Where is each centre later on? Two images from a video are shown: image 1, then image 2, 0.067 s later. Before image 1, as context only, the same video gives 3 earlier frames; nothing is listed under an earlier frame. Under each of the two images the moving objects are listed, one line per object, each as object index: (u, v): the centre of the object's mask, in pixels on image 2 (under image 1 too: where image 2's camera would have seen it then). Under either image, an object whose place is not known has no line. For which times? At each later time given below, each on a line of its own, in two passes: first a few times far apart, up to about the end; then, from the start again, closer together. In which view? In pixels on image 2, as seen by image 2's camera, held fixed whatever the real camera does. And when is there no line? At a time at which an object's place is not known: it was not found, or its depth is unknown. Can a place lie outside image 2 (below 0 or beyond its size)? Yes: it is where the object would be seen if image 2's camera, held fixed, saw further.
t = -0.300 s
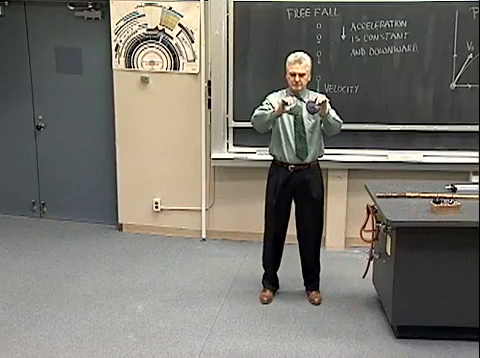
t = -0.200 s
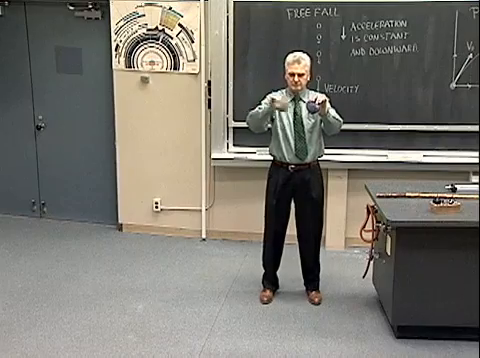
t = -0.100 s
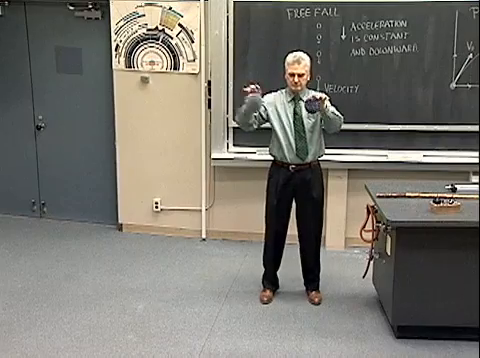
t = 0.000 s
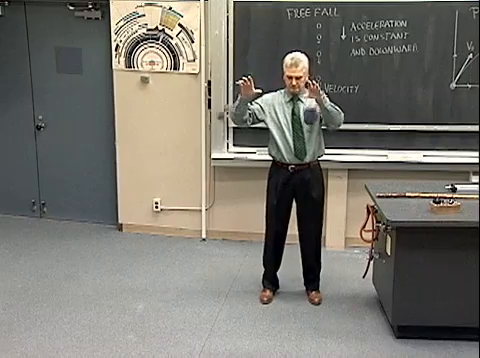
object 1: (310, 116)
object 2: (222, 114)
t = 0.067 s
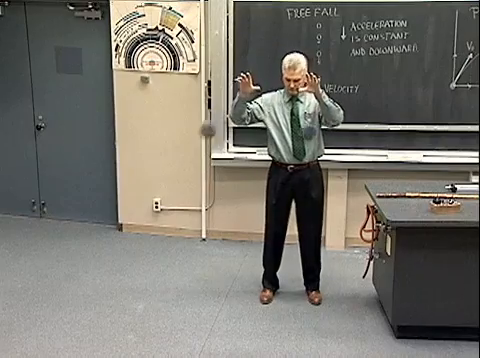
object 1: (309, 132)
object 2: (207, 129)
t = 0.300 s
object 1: (302, 231)
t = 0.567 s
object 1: (295, 324)
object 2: (107, 301)
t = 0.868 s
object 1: (295, 325)
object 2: (92, 300)
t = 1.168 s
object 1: (295, 325)
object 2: (91, 301)
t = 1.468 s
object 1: (295, 325)
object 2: (93, 300)
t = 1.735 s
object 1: (295, 325)
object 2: (93, 300)
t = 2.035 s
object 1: (295, 325)
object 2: (93, 300)
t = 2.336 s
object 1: (295, 325)
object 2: (93, 300)
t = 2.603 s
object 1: (295, 326)
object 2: (93, 300)
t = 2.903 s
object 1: (295, 325)
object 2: (93, 300)
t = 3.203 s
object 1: (295, 325)
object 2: (93, 300)
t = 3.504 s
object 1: (295, 325)
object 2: (93, 300)
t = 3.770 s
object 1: (295, 325)
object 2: (93, 300)
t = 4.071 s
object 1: (295, 325)
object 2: (93, 300)
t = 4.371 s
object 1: (295, 325)
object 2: (93, 300)
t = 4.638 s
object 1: (295, 325)
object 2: (93, 300)
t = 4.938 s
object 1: (295, 325)
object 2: (93, 300)
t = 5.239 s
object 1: (295, 325)
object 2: (93, 300)
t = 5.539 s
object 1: (295, 325)
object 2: (93, 300)
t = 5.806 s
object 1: (295, 325)
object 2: (93, 300)
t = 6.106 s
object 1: (295, 325)
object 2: (93, 300)
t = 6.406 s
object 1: (295, 326)
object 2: (93, 300)
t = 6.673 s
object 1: (295, 325)
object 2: (93, 300)
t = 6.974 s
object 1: (295, 326)
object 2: (93, 300)
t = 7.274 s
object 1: (295, 325)
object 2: (93, 300)
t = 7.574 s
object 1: (295, 326)
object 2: (93, 300)
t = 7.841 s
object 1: (295, 325)
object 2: (93, 300)
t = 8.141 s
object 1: (295, 325)
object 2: (93, 300)
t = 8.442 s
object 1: (295, 326)
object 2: (93, 300)
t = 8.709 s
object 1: (295, 325)
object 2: (93, 300)
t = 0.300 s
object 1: (302, 231)
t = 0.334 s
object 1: (300, 251)
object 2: (141, 246)
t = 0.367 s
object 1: (299, 272)
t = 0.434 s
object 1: (296, 321)
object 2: (117, 308)
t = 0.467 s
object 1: (295, 327)
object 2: (114, 307)
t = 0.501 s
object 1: (295, 324)
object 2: (113, 304)
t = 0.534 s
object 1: (295, 324)
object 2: (111, 303)
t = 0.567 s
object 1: (295, 324)
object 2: (107, 301)
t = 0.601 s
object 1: (295, 324)
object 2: (105, 302)
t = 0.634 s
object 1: (294, 325)
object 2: (103, 302)
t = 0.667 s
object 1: (295, 326)
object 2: (100, 302)
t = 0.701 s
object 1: (295, 325)
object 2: (97, 301)
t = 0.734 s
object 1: (295, 325)
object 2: (96, 301)
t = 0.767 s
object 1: (295, 325)
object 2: (94, 301)
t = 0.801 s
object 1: (295, 325)
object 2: (94, 300)
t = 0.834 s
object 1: (295, 325)
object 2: (93, 301)
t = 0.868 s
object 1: (295, 325)
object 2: (92, 300)
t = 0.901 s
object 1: (295, 325)
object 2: (92, 300)
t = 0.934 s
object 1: (295, 326)
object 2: (91, 300)
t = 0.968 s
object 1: (295, 325)
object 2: (91, 300)
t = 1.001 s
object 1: (295, 326)
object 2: (90, 300)
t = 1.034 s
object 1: (295, 325)
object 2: (91, 300)
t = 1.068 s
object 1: (295, 325)
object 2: (91, 300)
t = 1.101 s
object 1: (295, 325)
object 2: (91, 300)
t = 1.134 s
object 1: (295, 325)
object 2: (91, 301)
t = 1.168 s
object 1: (295, 325)
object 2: (91, 301)
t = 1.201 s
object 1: (295, 325)
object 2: (92, 300)
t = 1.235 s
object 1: (295, 325)
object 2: (92, 300)
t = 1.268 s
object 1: (295, 325)
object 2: (92, 300)
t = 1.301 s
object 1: (295, 325)
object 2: (92, 300)
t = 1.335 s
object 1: (295, 325)
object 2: (93, 300)
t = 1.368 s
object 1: (295, 325)
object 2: (93, 300)
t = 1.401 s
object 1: (295, 325)
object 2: (93, 300)
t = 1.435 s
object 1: (295, 325)
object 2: (93, 300)
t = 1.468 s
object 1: (295, 325)
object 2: (93, 300)
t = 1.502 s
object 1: (295, 325)
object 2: (93, 300)
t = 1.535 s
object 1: (295, 325)
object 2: (93, 300)
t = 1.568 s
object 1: (295, 325)
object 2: (93, 300)
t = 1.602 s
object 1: (295, 325)
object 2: (93, 300)
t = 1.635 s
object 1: (295, 325)
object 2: (93, 300)
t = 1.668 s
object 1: (295, 325)
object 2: (93, 300)
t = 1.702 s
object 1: (295, 325)
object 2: (93, 300)
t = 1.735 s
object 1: (295, 325)
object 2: (93, 300)
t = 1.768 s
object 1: (295, 325)
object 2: (93, 300)
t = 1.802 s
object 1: (295, 325)
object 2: (93, 300)
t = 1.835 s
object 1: (295, 325)
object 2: (93, 300)
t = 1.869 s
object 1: (295, 325)
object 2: (93, 300)
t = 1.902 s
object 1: (295, 325)
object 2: (93, 300)
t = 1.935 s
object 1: (295, 325)
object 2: (93, 300)
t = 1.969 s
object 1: (295, 325)
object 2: (93, 300)
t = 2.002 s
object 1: (295, 325)
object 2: (93, 300)
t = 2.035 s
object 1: (295, 325)
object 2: (93, 300)
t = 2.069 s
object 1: (295, 325)
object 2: (93, 300)
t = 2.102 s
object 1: (295, 325)
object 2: (93, 300)
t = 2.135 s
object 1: (295, 325)
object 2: (93, 300)
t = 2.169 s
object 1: (295, 325)
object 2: (93, 300)
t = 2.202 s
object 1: (295, 325)
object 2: (93, 300)
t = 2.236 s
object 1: (295, 325)
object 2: (93, 300)
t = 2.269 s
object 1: (295, 325)
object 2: (93, 300)
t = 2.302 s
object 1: (295, 325)
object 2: (93, 300)
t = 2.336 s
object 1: (295, 325)
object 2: (93, 300)
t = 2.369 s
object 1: (295, 325)
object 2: (93, 300)
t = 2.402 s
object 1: (295, 325)
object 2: (93, 300)
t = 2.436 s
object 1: (295, 325)
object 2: (93, 300)
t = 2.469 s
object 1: (295, 325)
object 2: (93, 300)
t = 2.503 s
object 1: (295, 325)
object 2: (93, 300)
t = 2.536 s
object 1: (295, 325)
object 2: (93, 300)
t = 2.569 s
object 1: (295, 326)
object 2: (93, 300)
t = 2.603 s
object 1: (295, 326)
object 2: (93, 300)
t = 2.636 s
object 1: (295, 326)
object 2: (93, 300)
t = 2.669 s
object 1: (295, 325)
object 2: (93, 300)
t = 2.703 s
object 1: (295, 325)
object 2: (93, 300)
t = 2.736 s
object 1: (295, 326)
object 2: (93, 300)
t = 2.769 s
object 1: (295, 326)
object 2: (93, 300)
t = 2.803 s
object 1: (295, 326)
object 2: (93, 300)
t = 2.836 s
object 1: (295, 325)
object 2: (93, 300)
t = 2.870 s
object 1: (295, 326)
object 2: (93, 300)
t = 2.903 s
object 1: (295, 325)
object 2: (93, 300)
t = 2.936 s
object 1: (295, 325)
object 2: (93, 300)
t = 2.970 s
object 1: (295, 325)
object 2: (93, 300)
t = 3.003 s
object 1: (295, 325)
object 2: (93, 300)
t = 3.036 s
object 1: (295, 325)
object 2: (93, 300)
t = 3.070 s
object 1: (295, 325)
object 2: (93, 300)
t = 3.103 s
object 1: (295, 325)
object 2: (93, 300)
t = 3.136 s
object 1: (295, 325)
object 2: (93, 300)
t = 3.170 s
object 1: (295, 325)
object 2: (93, 300)
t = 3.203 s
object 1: (295, 325)
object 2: (93, 300)
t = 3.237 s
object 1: (295, 325)
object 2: (93, 300)
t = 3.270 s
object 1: (295, 325)
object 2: (93, 300)
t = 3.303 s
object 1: (295, 325)
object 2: (93, 300)
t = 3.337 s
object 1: (295, 325)
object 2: (93, 300)
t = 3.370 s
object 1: (295, 325)
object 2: (93, 300)
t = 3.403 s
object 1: (295, 325)
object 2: (93, 300)
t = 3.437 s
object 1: (295, 325)
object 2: (93, 300)
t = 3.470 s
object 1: (295, 325)
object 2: (93, 300)
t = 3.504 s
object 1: (295, 325)
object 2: (93, 300)
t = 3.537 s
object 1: (295, 325)
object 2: (93, 300)
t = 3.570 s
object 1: (295, 325)
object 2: (93, 300)
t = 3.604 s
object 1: (295, 325)
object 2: (93, 300)
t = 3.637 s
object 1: (295, 325)
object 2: (93, 300)
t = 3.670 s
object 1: (295, 325)
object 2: (93, 300)
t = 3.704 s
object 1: (295, 325)
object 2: (93, 300)
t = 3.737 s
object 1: (295, 325)
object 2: (93, 300)
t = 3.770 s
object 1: (295, 325)
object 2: (93, 300)
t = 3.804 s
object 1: (295, 325)
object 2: (93, 300)
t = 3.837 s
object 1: (295, 325)
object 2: (93, 300)
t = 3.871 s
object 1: (295, 325)
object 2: (93, 300)
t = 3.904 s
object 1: (295, 325)
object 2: (93, 300)
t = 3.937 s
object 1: (295, 325)
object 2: (93, 300)
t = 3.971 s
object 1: (295, 325)
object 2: (93, 300)
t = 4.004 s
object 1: (295, 325)
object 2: (93, 300)
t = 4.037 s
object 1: (295, 325)
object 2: (93, 300)
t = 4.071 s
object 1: (295, 325)
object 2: (93, 300)
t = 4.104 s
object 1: (295, 325)
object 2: (93, 300)
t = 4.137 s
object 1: (295, 325)
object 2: (93, 300)
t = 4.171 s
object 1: (295, 325)
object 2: (93, 300)
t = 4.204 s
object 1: (295, 325)
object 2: (93, 300)
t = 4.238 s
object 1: (295, 325)
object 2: (93, 300)
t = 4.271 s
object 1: (295, 325)
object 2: (93, 300)
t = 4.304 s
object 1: (295, 325)
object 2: (93, 300)
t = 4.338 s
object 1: (295, 325)
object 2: (93, 300)
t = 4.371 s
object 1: (295, 325)
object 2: (93, 300)
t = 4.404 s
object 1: (295, 325)
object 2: (93, 300)
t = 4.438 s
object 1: (295, 325)
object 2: (93, 300)
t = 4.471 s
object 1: (295, 325)
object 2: (93, 300)
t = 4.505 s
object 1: (295, 325)
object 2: (93, 300)
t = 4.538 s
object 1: (295, 325)
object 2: (93, 300)
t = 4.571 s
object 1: (295, 325)
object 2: (93, 300)
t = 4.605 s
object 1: (295, 325)
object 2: (93, 300)
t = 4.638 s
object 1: (295, 325)
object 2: (93, 300)
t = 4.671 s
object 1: (295, 325)
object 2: (93, 300)
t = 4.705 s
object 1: (295, 325)
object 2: (93, 300)
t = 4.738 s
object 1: (295, 325)
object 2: (93, 300)
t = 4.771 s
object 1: (295, 325)
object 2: (93, 300)
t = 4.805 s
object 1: (295, 325)
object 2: (93, 300)
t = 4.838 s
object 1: (295, 325)
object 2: (93, 300)
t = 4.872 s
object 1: (295, 325)
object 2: (93, 300)
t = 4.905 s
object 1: (295, 325)
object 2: (93, 300)
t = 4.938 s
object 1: (295, 325)
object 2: (93, 300)
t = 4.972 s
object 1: (295, 325)
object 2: (93, 300)
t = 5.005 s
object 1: (295, 325)
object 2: (93, 300)
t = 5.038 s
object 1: (295, 325)
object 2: (93, 300)
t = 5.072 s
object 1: (295, 325)
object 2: (93, 300)
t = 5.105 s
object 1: (295, 325)
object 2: (93, 300)
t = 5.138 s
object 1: (295, 325)
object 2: (93, 300)
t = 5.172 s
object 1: (295, 325)
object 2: (93, 300)
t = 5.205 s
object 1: (295, 325)
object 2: (93, 300)
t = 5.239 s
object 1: (295, 325)
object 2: (93, 300)
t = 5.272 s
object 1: (295, 325)
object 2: (93, 300)
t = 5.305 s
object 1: (295, 325)
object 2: (93, 300)
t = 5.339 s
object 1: (295, 325)
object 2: (93, 300)
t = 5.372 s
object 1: (295, 325)
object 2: (93, 300)
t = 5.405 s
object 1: (295, 325)
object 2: (93, 300)
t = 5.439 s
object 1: (295, 325)
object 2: (93, 300)
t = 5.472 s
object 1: (295, 325)
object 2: (93, 300)
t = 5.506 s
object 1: (295, 325)
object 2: (93, 300)
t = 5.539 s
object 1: (295, 325)
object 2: (93, 300)
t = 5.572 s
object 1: (295, 325)
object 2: (93, 300)
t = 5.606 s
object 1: (295, 325)
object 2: (93, 300)
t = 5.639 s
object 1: (295, 325)
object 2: (93, 300)
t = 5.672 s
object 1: (295, 325)
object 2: (93, 300)
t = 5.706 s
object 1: (295, 325)
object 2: (93, 300)
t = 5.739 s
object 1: (295, 325)
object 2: (93, 300)
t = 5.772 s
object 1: (295, 325)
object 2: (93, 300)
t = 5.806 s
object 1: (295, 325)
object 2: (93, 300)
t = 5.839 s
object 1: (295, 326)
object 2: (93, 300)
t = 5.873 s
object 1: (295, 325)
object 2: (93, 300)
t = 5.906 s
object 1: (295, 325)
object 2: (93, 300)
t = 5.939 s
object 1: (295, 325)
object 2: (93, 300)
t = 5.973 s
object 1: (295, 325)
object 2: (93, 300)
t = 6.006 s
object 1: (295, 325)
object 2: (93, 300)
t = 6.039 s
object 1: (295, 325)
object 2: (93, 300)
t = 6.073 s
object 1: (295, 325)
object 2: (93, 300)
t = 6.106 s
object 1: (295, 325)
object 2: (93, 300)
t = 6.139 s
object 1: (295, 325)
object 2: (93, 300)
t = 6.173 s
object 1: (295, 325)
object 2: (93, 300)
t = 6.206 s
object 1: (295, 325)
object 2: (93, 300)
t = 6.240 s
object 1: (295, 326)
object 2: (93, 300)
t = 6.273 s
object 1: (295, 325)
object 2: (93, 300)
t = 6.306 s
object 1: (295, 325)
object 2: (93, 300)
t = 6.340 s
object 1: (295, 326)
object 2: (93, 300)
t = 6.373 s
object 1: (295, 326)
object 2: (93, 300)
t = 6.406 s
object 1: (295, 326)
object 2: (93, 300)
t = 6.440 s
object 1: (295, 325)
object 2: (93, 300)
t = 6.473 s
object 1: (295, 325)
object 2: (93, 300)
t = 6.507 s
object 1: (295, 325)
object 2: (93, 300)
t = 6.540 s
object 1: (295, 325)
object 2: (93, 300)
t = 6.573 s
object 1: (295, 325)
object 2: (93, 300)
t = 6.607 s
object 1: (295, 325)
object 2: (93, 300)
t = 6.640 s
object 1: (295, 325)
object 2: (93, 300)
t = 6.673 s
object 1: (295, 325)
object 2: (93, 300)
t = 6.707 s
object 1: (295, 325)
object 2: (93, 300)
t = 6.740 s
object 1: (295, 325)
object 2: (93, 300)
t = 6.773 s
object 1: (295, 326)
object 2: (93, 300)
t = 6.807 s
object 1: (295, 325)
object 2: (93, 300)
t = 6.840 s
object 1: (295, 325)
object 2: (93, 300)
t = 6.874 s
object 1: (295, 325)
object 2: (93, 300)
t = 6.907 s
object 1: (295, 325)
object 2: (93, 300)
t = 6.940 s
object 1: (295, 325)
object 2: (93, 300)
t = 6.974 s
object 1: (295, 326)
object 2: (93, 300)
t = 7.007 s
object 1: (295, 326)
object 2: (93, 300)
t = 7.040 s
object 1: (295, 326)
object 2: (93, 300)
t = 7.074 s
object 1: (295, 325)
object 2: (93, 300)
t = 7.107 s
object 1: (295, 326)
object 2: (93, 300)
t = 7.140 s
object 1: (295, 326)
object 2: (93, 300)
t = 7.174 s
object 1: (295, 326)
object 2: (93, 300)
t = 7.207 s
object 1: (295, 326)
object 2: (93, 300)
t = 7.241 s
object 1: (295, 325)
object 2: (93, 300)
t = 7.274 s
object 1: (295, 325)
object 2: (93, 300)
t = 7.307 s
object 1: (295, 325)
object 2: (93, 300)
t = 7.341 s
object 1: (295, 325)
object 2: (93, 300)
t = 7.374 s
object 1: (295, 325)
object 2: (93, 300)
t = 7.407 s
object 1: (295, 325)
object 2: (93, 300)
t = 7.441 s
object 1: (295, 325)
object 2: (93, 300)
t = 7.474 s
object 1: (295, 325)
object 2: (93, 300)
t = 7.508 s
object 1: (295, 325)
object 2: (93, 300)
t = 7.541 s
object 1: (295, 325)
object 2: (93, 300)
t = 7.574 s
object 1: (295, 326)
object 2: (93, 300)
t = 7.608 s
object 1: (295, 325)
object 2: (93, 300)
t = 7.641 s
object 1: (295, 325)
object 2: (93, 300)
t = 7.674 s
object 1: (295, 325)
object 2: (93, 300)
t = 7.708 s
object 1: (295, 325)
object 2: (93, 300)
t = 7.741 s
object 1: (295, 325)
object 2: (93, 300)
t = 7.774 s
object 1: (295, 325)
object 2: (93, 300)
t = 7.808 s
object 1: (295, 325)
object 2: (93, 300)
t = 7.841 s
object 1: (295, 325)
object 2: (93, 300)
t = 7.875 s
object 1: (295, 325)
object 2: (93, 300)
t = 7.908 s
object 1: (295, 325)
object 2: (93, 300)
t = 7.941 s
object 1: (295, 325)
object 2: (93, 300)
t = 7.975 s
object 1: (295, 325)
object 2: (93, 300)
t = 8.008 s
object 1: (295, 325)
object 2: (93, 300)
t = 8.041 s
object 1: (295, 325)
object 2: (93, 300)
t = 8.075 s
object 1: (295, 325)
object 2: (93, 300)
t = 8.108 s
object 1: (295, 325)
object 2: (93, 300)
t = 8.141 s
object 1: (295, 325)
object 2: (93, 300)
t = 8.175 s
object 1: (295, 325)
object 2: (93, 300)
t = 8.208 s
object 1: (295, 325)
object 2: (93, 300)
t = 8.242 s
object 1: (295, 325)
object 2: (93, 300)
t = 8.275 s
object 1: (295, 325)
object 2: (93, 300)
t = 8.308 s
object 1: (295, 325)
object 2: (93, 300)
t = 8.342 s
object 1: (295, 326)
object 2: (93, 300)
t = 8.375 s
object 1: (295, 325)
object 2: (93, 300)
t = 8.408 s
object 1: (295, 325)
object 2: (93, 300)
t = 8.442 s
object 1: (295, 326)
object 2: (93, 300)
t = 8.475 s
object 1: (295, 325)
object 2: (93, 300)
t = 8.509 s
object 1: (295, 325)
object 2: (93, 300)
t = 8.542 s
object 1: (295, 325)
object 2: (93, 300)
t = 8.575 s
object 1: (295, 325)
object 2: (93, 300)
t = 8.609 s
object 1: (295, 325)
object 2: (93, 300)
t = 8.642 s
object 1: (295, 325)
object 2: (93, 300)
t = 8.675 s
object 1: (295, 326)
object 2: (93, 300)
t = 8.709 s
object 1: (295, 325)
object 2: (93, 300)
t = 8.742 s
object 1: (295, 325)
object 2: (93, 300)
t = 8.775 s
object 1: (295, 325)
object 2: (93, 300)
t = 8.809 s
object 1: (295, 325)
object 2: (93, 300)
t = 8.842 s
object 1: (295, 325)
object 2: (93, 300)
